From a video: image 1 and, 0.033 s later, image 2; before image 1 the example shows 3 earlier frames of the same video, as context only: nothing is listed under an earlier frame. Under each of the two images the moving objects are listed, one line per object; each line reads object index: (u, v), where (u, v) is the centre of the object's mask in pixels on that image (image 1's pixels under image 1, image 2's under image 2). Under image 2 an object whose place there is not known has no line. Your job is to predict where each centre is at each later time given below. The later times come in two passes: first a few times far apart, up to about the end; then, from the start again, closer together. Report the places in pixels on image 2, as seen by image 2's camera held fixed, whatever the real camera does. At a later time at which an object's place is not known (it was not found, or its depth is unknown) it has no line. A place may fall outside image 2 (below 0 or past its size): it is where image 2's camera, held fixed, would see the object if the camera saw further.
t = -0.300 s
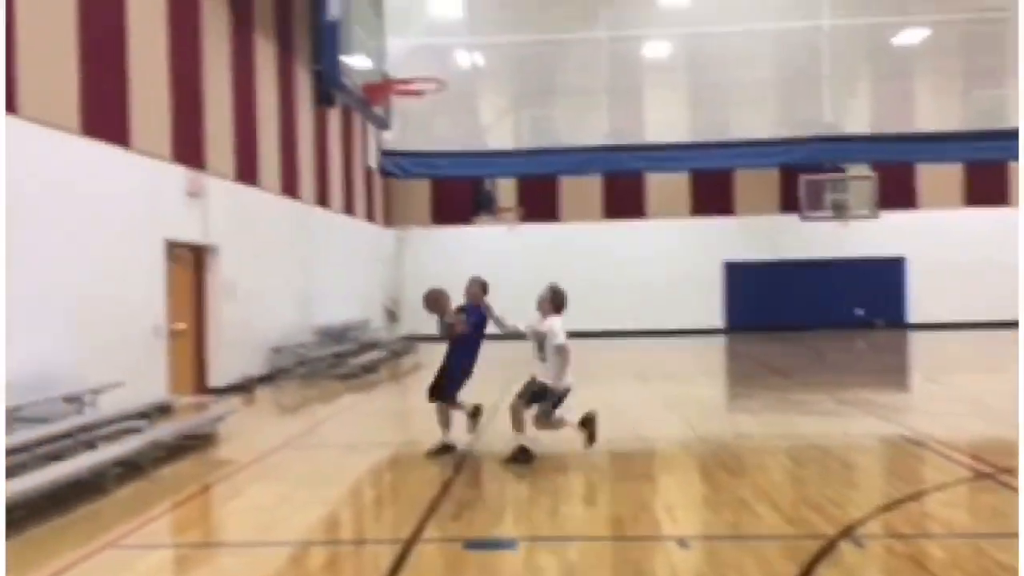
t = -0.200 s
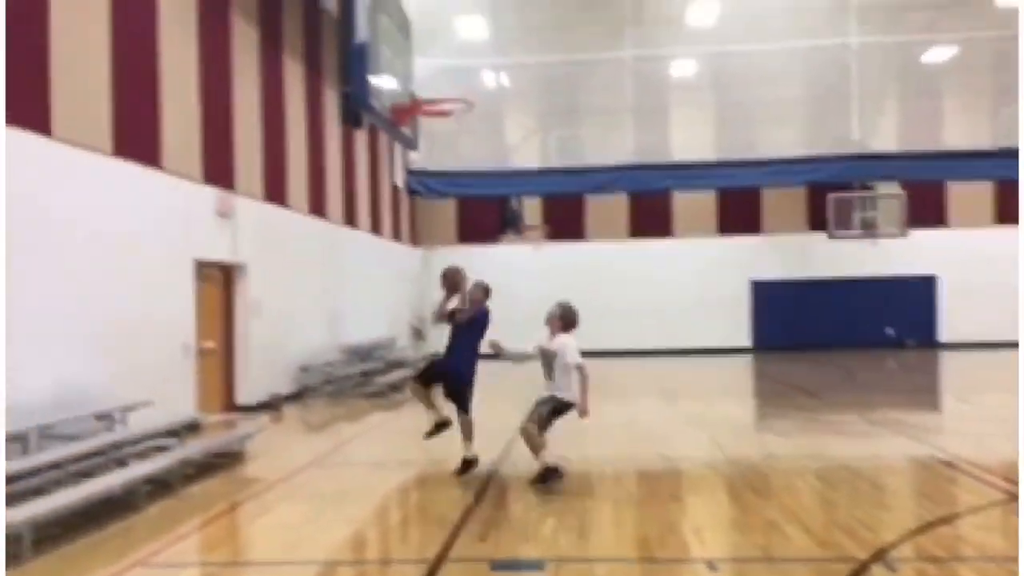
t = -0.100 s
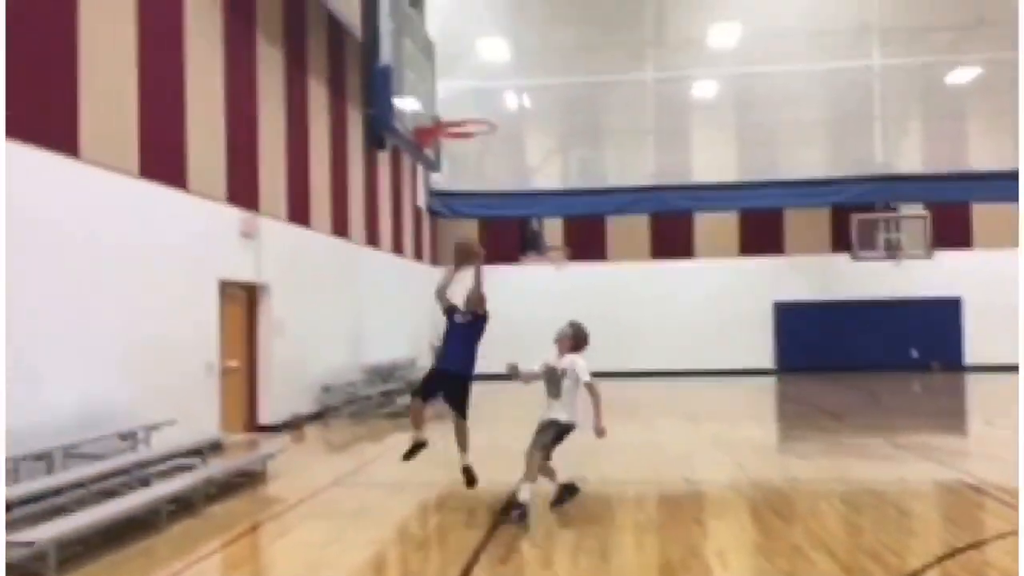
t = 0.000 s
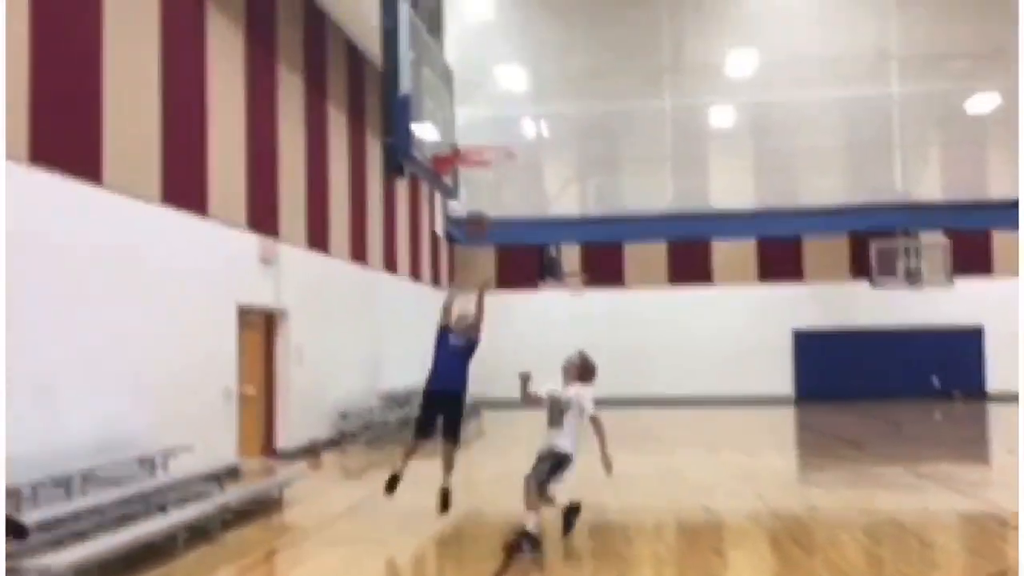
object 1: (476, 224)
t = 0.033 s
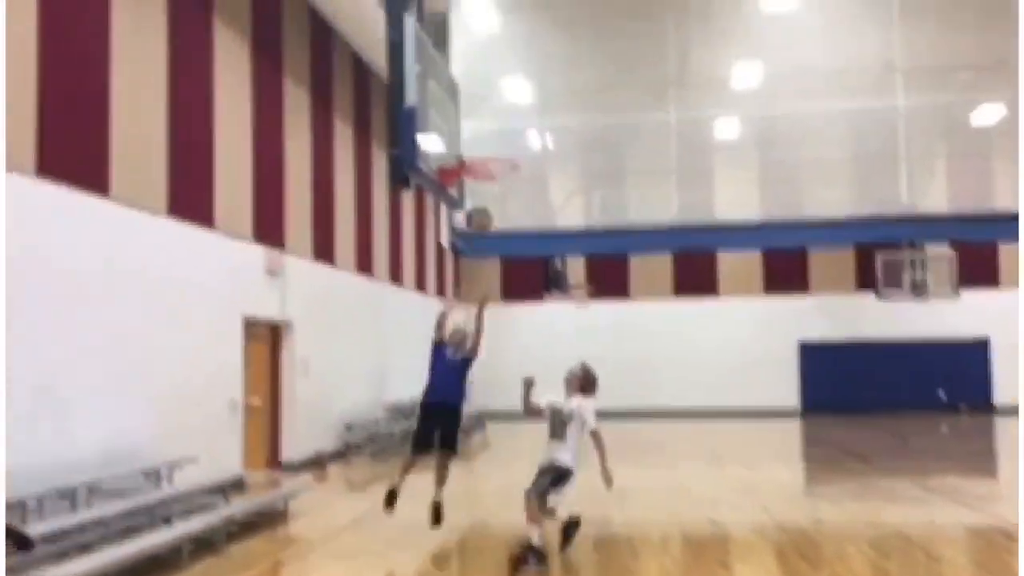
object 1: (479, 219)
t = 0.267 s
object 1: (467, 146)
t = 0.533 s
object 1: (469, 148)
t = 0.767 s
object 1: (473, 140)
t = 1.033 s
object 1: (489, 154)
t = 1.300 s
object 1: (487, 195)
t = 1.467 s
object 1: (475, 231)
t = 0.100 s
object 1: (473, 192)
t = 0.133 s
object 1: (472, 178)
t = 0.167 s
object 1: (468, 160)
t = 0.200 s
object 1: (466, 157)
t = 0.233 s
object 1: (467, 151)
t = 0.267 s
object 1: (467, 146)
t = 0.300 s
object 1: (467, 142)
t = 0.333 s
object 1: (468, 139)
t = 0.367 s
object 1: (467, 137)
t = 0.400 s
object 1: (468, 137)
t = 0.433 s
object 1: (468, 137)
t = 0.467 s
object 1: (468, 140)
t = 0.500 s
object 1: (469, 143)
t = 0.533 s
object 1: (469, 148)
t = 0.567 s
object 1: (470, 152)
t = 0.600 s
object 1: (470, 152)
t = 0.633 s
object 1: (470, 149)
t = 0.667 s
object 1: (471, 145)
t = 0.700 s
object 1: (472, 142)
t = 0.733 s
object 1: (473, 140)
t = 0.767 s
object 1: (473, 140)
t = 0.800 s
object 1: (474, 141)
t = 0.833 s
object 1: (475, 148)
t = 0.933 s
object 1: (476, 151)
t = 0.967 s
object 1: (480, 152)
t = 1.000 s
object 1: (484, 152)
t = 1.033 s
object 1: (489, 154)
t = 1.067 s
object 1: (494, 157)
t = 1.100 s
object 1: (499, 161)
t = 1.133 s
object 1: (503, 165)
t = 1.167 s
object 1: (502, 169)
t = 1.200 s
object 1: (499, 177)
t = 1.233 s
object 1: (495, 181)
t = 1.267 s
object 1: (490, 188)
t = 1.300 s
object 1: (487, 195)
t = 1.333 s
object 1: (483, 202)
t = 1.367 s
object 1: (481, 208)
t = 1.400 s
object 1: (479, 215)
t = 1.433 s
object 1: (477, 223)
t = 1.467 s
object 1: (475, 231)
